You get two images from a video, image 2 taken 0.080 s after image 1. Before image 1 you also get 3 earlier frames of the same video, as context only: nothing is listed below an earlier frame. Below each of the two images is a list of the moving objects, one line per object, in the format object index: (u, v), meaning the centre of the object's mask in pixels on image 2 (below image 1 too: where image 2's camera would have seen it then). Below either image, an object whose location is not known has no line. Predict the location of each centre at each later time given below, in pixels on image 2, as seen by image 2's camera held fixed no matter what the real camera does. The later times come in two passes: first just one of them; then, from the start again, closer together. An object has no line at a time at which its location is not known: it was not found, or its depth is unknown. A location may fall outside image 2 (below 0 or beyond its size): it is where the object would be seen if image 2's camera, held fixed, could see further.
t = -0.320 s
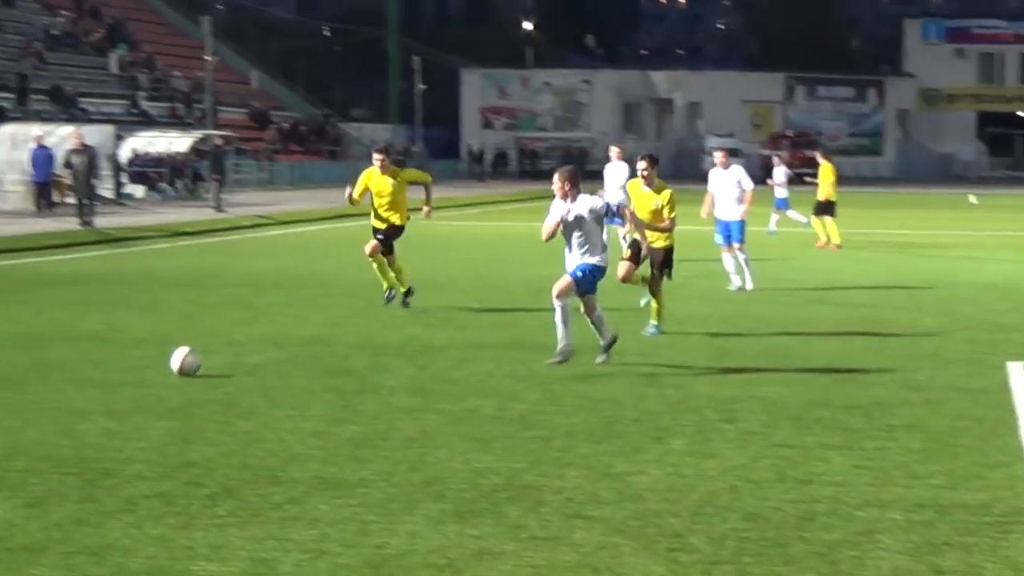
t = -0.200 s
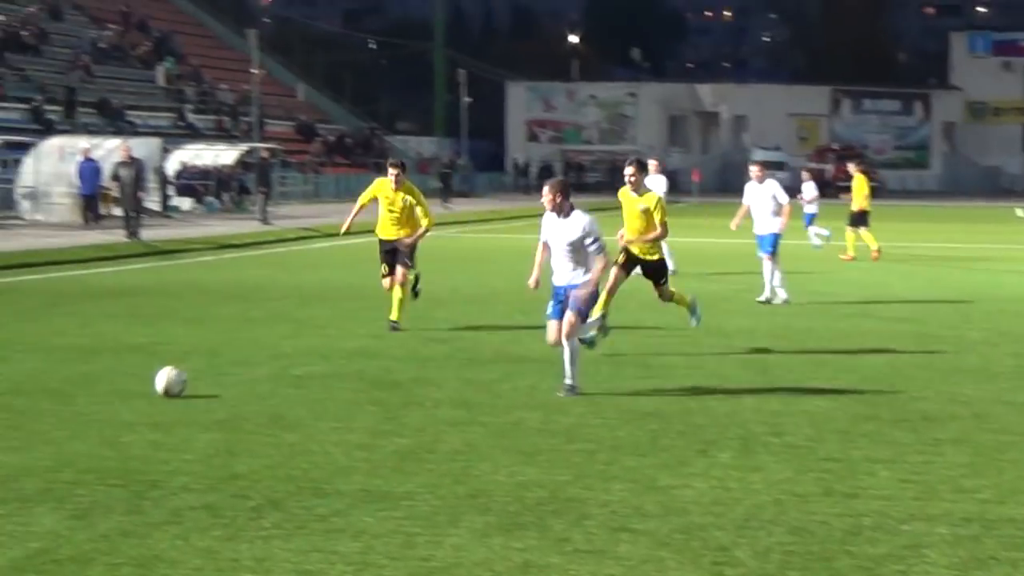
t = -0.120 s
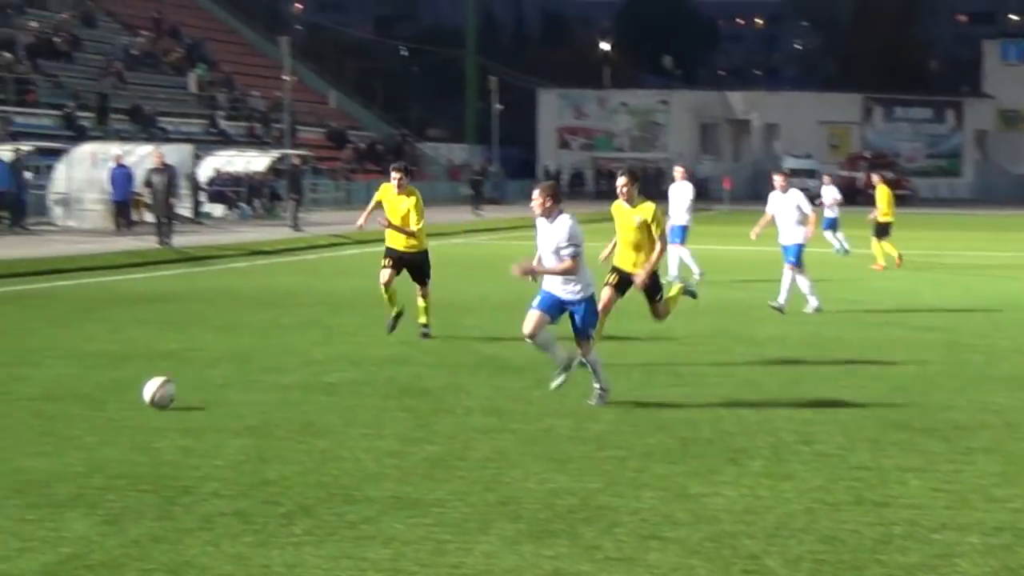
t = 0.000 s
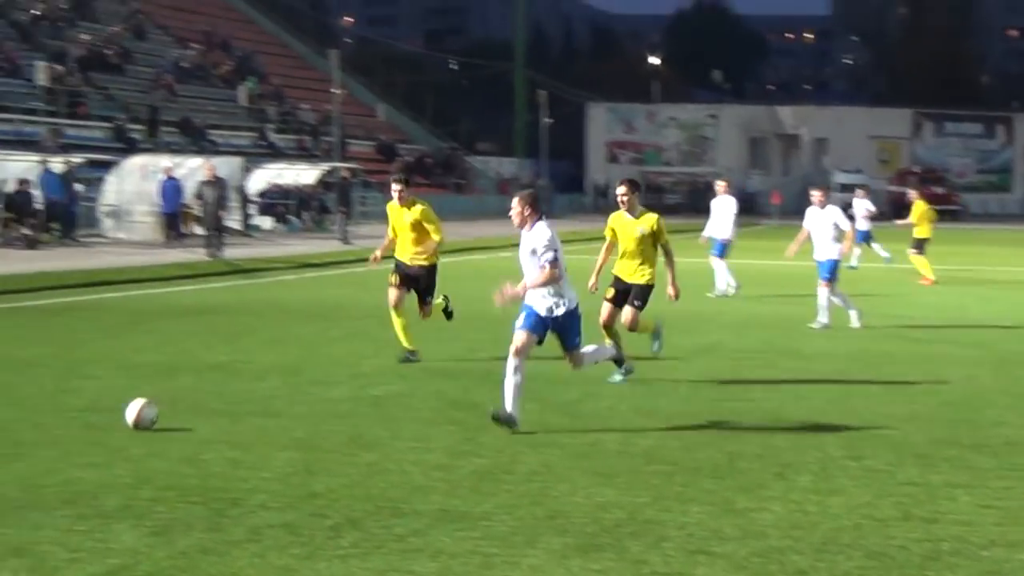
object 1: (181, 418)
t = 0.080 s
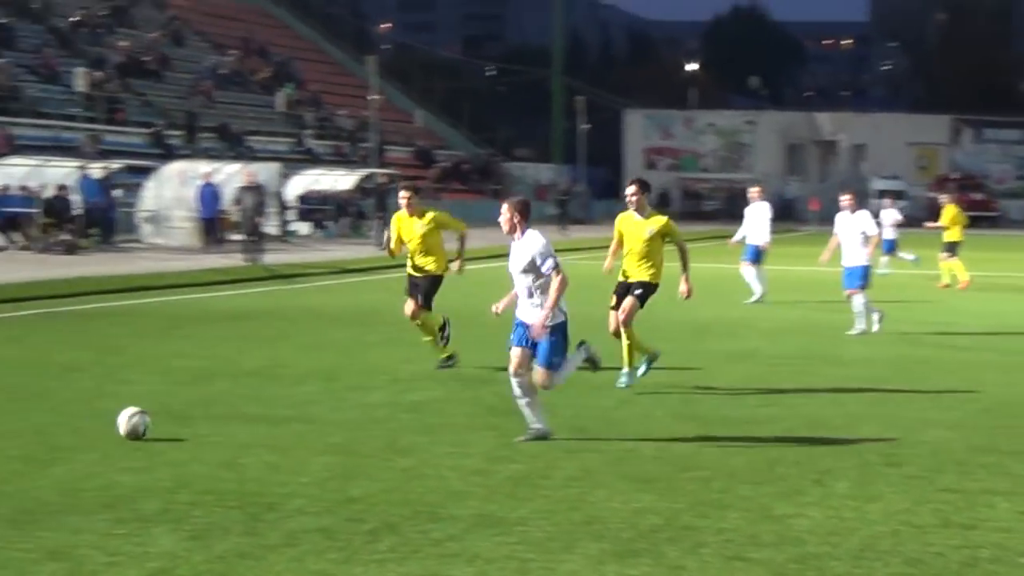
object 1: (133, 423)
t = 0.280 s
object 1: (7, 438)
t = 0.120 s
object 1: (107, 427)
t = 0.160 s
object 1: (84, 429)
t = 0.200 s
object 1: (59, 432)
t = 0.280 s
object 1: (7, 438)
